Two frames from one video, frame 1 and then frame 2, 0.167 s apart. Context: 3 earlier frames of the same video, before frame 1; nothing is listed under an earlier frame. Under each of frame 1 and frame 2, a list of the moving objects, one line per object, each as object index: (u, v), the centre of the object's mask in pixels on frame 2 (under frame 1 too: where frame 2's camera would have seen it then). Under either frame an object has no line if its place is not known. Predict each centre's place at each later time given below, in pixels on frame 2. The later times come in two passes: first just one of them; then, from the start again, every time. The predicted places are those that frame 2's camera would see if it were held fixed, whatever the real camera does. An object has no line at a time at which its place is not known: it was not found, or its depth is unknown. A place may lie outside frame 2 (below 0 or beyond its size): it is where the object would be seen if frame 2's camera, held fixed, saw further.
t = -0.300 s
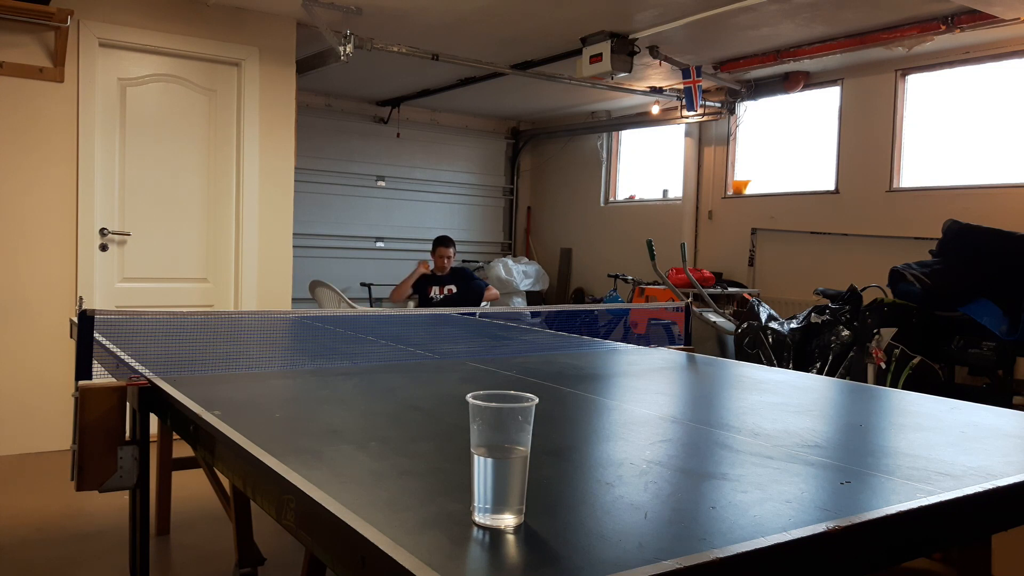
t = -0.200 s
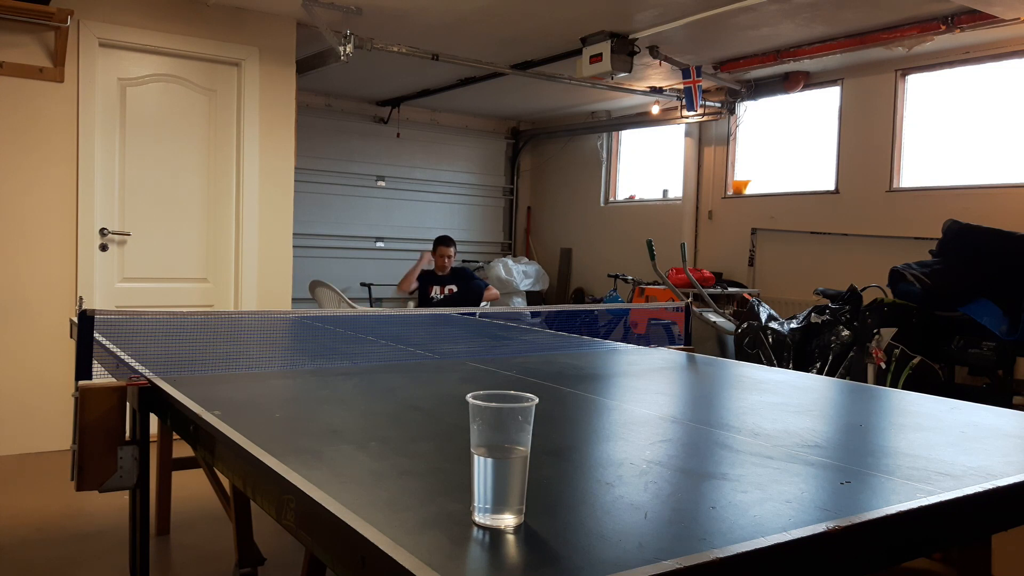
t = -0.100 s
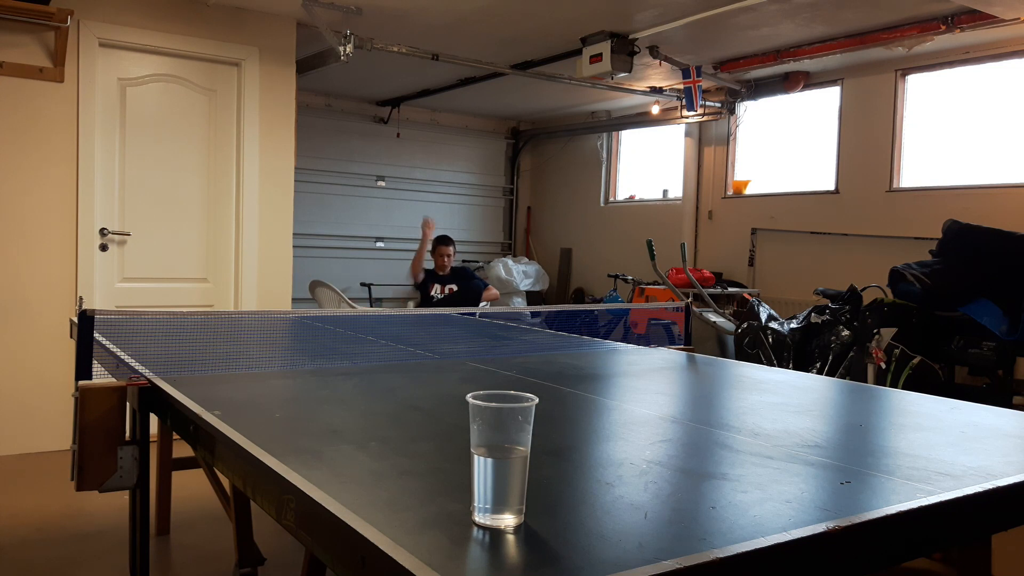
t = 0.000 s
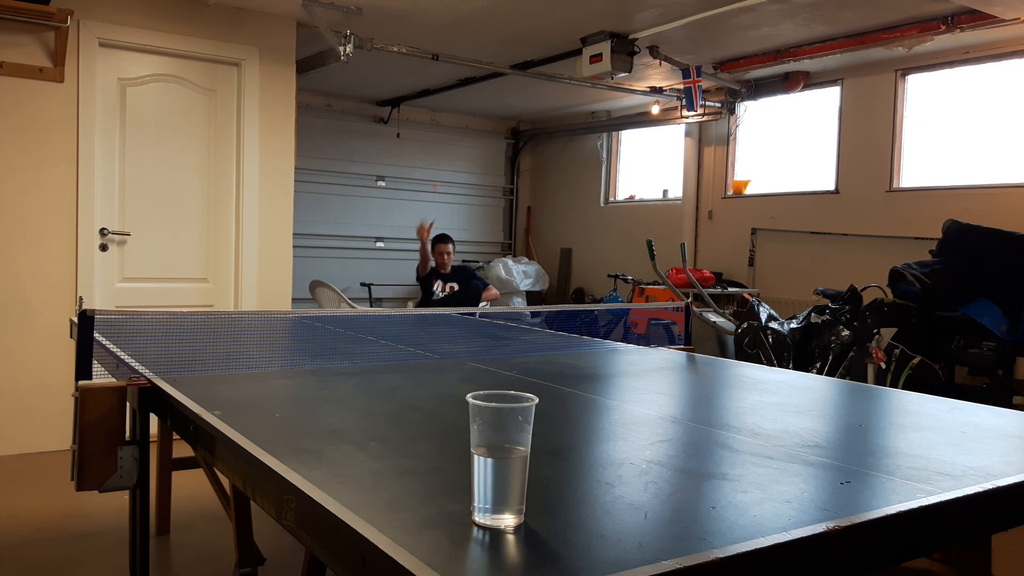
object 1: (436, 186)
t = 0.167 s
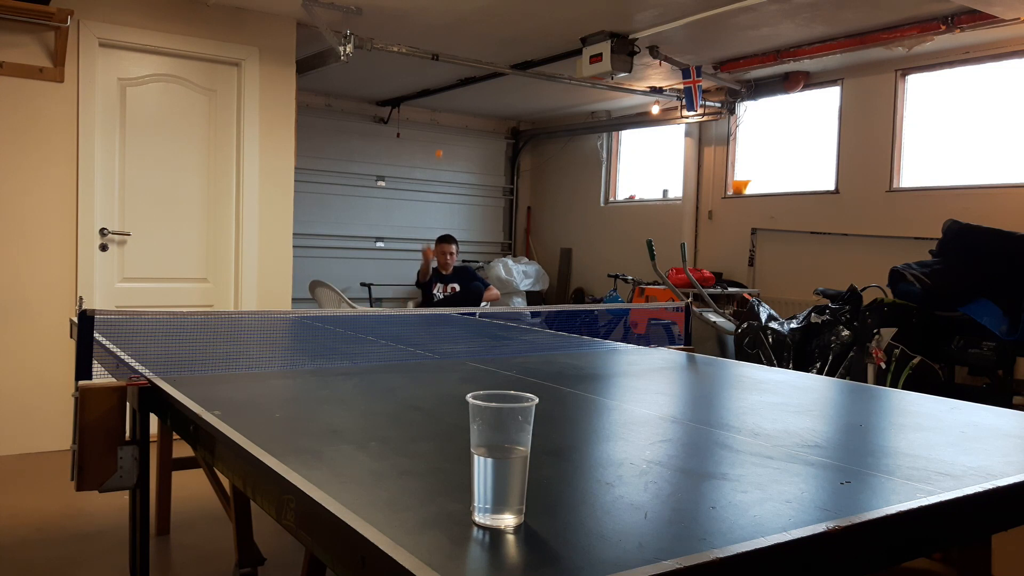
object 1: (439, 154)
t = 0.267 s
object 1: (440, 154)
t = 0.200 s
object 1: (439, 152)
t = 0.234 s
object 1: (439, 152)
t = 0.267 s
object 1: (440, 154)
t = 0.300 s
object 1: (440, 158)
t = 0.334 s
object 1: (440, 164)
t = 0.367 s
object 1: (440, 172)
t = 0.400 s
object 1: (440, 183)
